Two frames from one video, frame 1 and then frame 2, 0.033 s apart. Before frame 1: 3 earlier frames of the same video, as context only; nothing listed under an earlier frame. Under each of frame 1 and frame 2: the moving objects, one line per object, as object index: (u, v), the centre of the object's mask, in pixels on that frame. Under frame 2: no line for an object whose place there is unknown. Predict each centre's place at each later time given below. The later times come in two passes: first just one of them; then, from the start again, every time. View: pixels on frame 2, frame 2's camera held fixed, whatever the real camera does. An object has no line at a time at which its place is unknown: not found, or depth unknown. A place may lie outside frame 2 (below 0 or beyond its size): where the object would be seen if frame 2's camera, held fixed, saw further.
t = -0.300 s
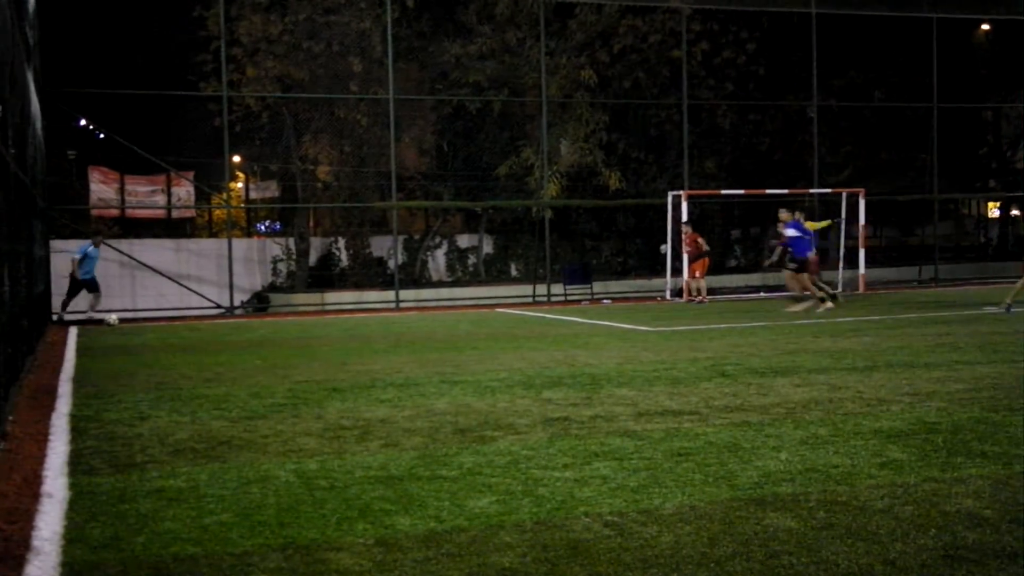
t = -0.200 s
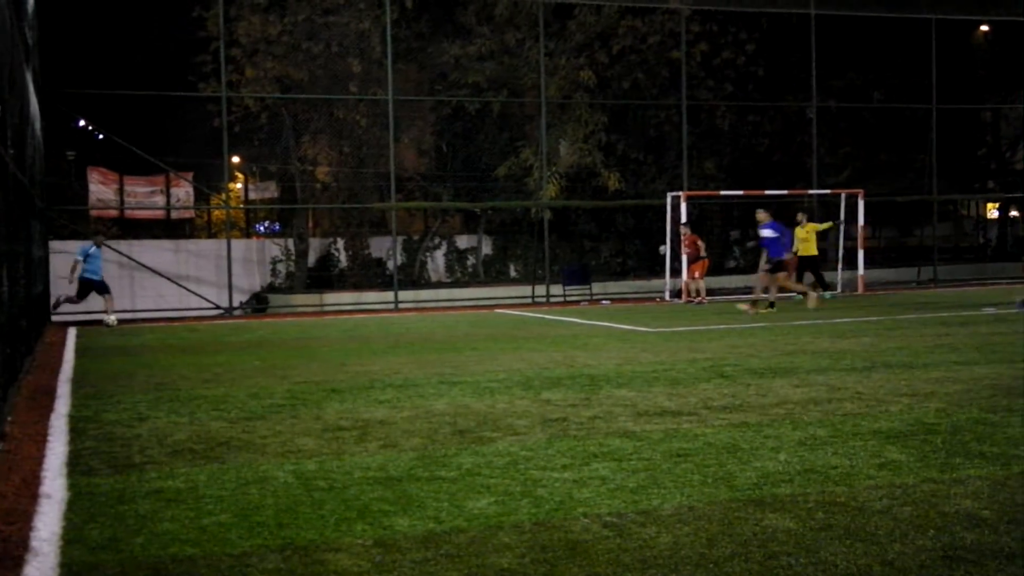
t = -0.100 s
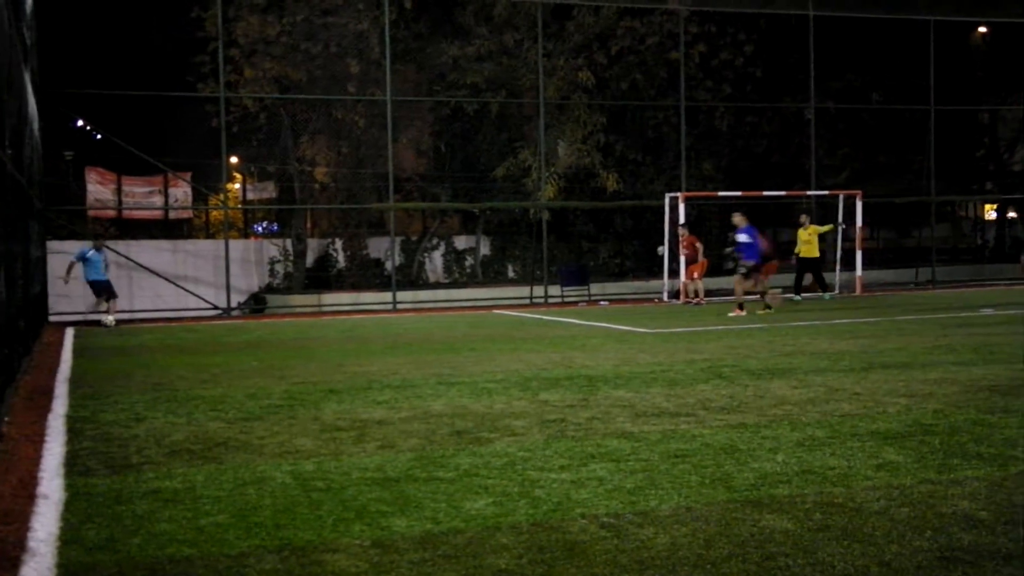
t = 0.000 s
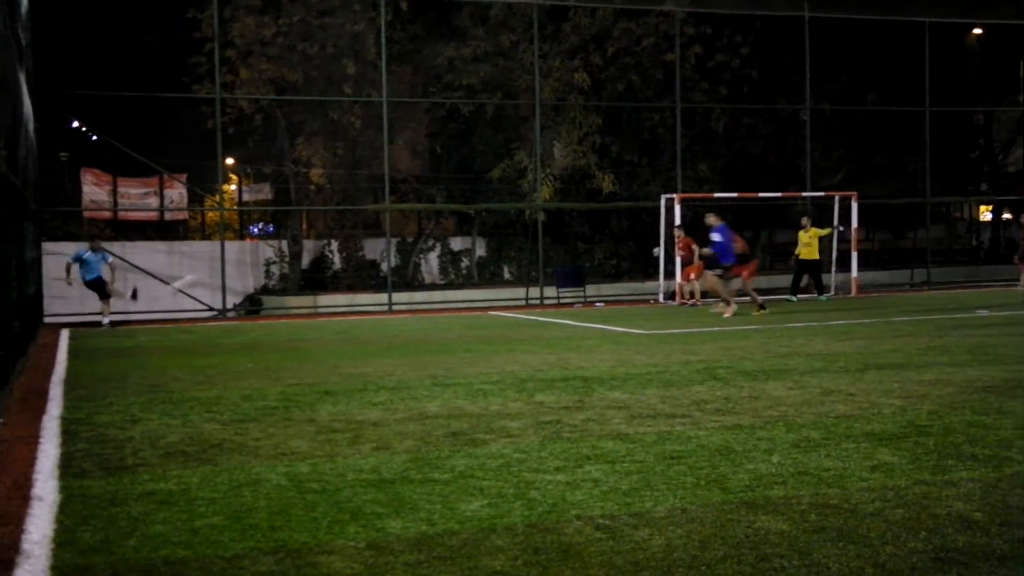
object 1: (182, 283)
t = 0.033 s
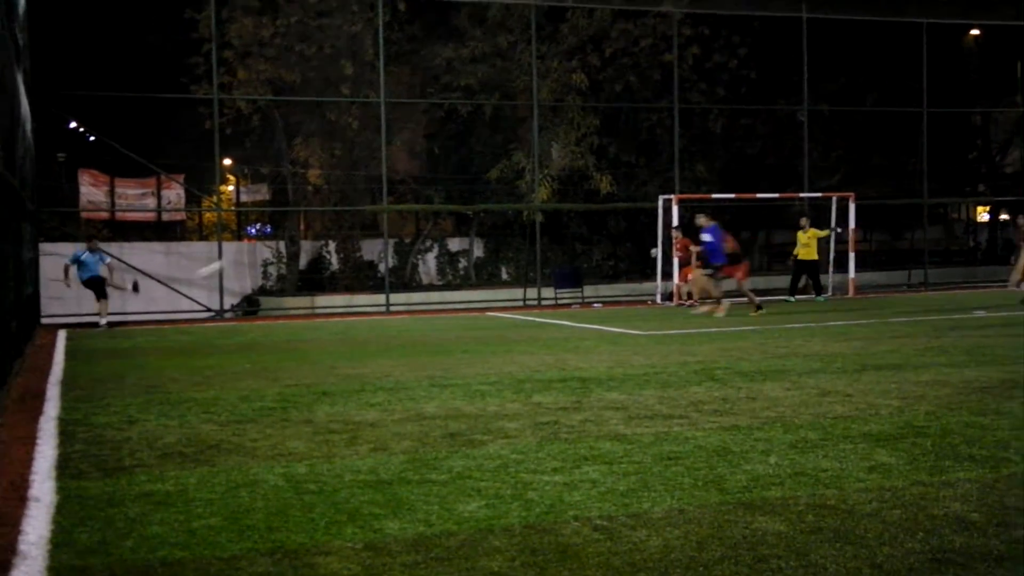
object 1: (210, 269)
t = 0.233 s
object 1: (390, 195)
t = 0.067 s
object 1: (242, 255)
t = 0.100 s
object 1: (272, 243)
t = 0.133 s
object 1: (302, 230)
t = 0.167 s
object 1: (332, 217)
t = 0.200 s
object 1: (361, 206)
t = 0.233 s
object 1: (390, 195)
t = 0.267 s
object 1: (419, 184)
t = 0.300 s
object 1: (447, 173)
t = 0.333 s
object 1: (476, 164)
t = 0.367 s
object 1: (503, 155)
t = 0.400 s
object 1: (531, 146)
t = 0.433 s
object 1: (559, 138)
